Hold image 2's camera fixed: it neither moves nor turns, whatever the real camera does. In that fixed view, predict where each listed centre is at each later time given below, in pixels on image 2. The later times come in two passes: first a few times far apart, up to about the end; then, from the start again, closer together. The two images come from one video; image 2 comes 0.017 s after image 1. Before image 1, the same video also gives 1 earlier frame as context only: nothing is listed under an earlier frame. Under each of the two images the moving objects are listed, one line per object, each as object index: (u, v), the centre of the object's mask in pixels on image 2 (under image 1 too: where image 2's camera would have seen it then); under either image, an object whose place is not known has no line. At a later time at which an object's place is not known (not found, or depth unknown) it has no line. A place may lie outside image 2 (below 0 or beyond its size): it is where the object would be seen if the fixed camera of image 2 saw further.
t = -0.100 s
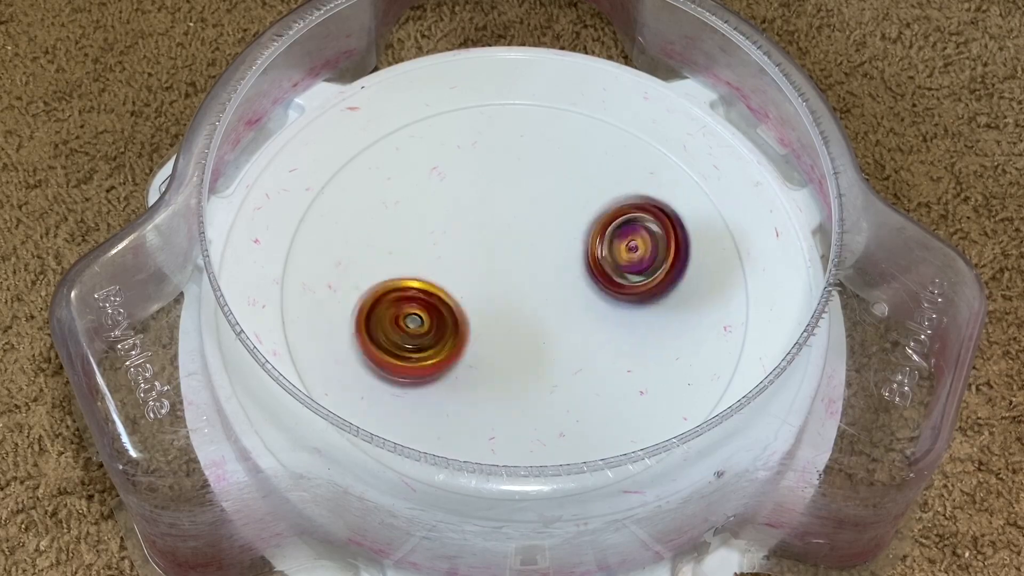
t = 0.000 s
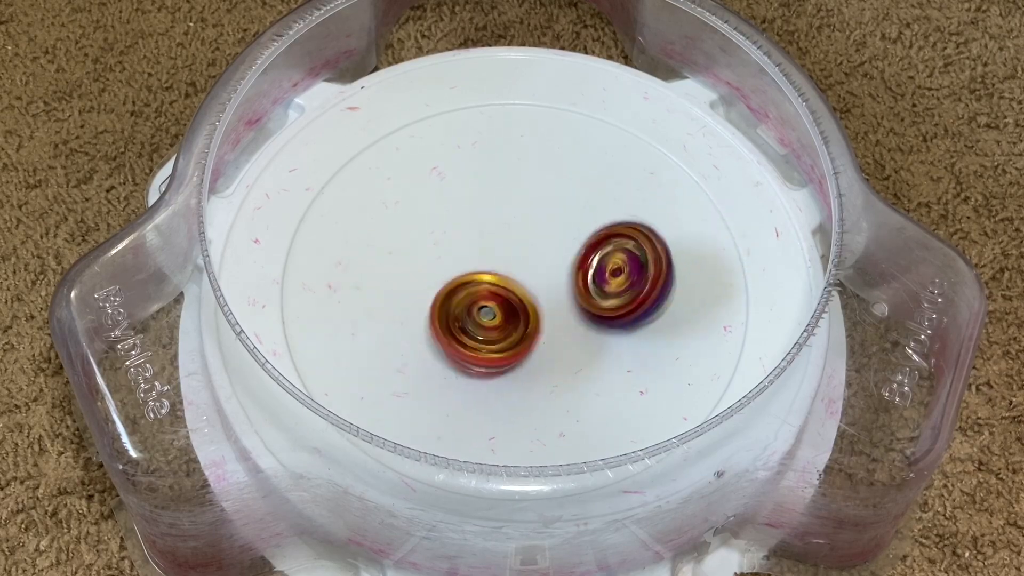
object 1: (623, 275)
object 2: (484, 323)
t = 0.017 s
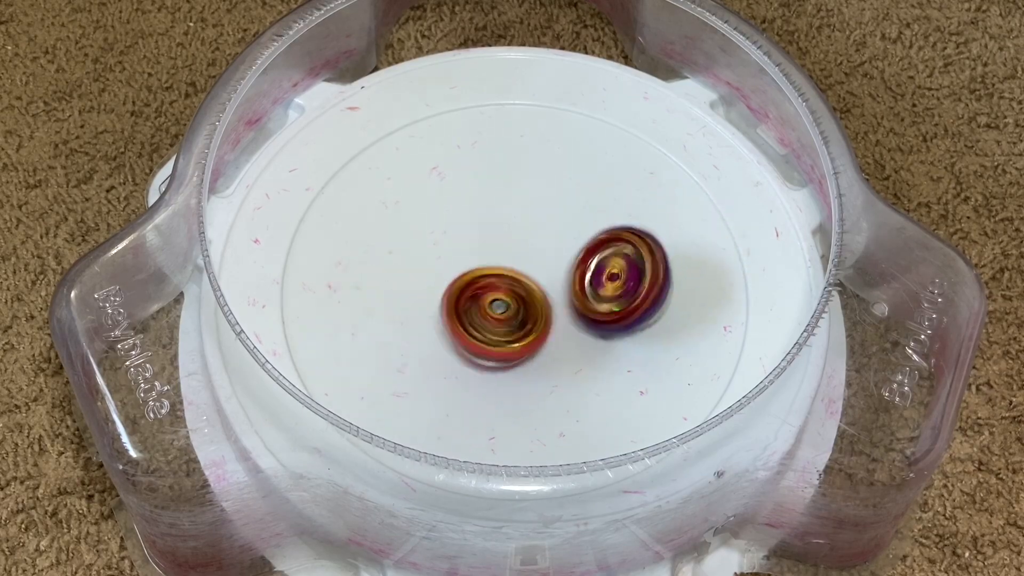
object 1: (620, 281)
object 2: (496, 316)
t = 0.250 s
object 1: (626, 366)
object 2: (410, 183)
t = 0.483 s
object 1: (534, 409)
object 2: (320, 270)
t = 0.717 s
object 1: (497, 429)
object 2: (454, 237)
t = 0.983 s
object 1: (441, 286)
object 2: (434, 98)
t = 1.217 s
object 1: (402, 269)
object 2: (476, 68)
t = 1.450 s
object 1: (522, 251)
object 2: (566, 45)
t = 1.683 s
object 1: (647, 188)
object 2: (652, 92)
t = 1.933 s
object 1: (614, 310)
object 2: (728, 175)
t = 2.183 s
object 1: (519, 414)
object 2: (758, 285)
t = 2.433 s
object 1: (426, 383)
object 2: (626, 324)
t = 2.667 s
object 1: (365, 251)
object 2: (442, 375)
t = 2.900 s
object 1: (380, 143)
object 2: (441, 413)
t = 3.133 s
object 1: (490, 134)
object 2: (477, 288)
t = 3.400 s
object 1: (658, 203)
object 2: (359, 174)
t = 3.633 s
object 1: (715, 292)
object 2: (403, 257)
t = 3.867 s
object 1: (594, 384)
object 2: (592, 224)
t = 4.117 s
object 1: (391, 390)
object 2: (591, 127)
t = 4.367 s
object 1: (321, 295)
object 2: (510, 275)
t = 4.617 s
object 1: (411, 155)
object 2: (618, 397)
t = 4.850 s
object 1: (535, 102)
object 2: (620, 302)
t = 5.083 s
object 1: (652, 175)
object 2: (430, 269)
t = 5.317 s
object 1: (705, 319)
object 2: (334, 340)
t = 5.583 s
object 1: (564, 425)
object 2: (504, 294)
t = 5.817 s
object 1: (369, 382)
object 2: (527, 153)
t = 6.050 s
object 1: (324, 250)
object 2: (444, 152)
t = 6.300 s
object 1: (400, 173)
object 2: (627, 286)
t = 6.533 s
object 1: (566, 199)
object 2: (712, 322)
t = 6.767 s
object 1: (700, 273)
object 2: (584, 345)
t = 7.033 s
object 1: (611, 397)
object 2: (403, 359)
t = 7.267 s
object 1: (384, 409)
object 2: (329, 246)
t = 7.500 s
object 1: (412, 293)
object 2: (454, 127)
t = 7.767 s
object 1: (490, 147)
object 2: (671, 201)
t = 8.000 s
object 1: (528, 171)
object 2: (679, 278)
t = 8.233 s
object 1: (486, 256)
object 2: (566, 360)
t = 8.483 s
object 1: (421, 264)
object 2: (462, 360)
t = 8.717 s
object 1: (446, 196)
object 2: (445, 328)
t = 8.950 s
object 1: (480, 189)
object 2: (465, 299)
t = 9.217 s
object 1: (555, 277)
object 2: (457, 304)
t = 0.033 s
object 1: (617, 287)
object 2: (507, 308)
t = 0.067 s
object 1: (618, 297)
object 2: (515, 290)
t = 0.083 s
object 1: (625, 302)
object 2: (508, 277)
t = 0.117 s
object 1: (633, 315)
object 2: (493, 254)
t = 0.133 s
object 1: (636, 322)
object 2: (484, 243)
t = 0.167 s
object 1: (636, 336)
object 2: (466, 221)
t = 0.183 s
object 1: (635, 343)
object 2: (455, 211)
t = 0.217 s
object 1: (631, 355)
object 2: (433, 194)
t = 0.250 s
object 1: (626, 366)
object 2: (410, 183)
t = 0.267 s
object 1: (622, 371)
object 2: (397, 179)
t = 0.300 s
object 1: (614, 381)
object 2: (376, 175)
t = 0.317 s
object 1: (608, 386)
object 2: (364, 176)
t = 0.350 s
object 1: (597, 394)
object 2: (344, 182)
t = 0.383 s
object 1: (583, 400)
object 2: (326, 195)
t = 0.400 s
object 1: (576, 403)
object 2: (320, 203)
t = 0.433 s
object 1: (561, 406)
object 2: (311, 227)
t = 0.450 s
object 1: (552, 408)
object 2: (311, 240)
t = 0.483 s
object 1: (534, 409)
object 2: (320, 270)
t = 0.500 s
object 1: (525, 409)
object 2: (329, 284)
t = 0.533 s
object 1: (506, 407)
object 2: (356, 312)
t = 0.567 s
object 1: (487, 406)
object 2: (392, 333)
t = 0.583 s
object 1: (490, 414)
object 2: (400, 325)
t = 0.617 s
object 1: (494, 421)
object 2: (414, 309)
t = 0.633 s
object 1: (496, 428)
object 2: (421, 299)
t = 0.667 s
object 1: (497, 429)
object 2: (436, 276)
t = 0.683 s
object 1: (497, 430)
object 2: (442, 264)
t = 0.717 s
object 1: (497, 429)
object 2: (454, 237)
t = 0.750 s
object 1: (494, 422)
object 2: (462, 212)
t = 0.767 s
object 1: (493, 419)
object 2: (464, 199)
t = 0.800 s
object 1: (489, 409)
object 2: (466, 174)
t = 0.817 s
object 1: (486, 400)
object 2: (466, 162)
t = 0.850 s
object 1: (480, 381)
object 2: (464, 139)
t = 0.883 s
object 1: (471, 360)
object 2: (459, 121)
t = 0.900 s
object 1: (466, 348)
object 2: (455, 113)
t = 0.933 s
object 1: (456, 325)
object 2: (445, 99)
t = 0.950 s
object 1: (451, 313)
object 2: (439, 93)
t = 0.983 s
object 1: (441, 286)
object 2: (434, 98)
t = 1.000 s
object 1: (436, 273)
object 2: (432, 106)
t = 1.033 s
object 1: (428, 248)
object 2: (428, 118)
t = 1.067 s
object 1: (421, 227)
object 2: (427, 127)
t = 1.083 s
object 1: (414, 230)
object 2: (430, 114)
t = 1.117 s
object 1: (405, 245)
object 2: (440, 94)
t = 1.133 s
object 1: (403, 249)
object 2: (446, 88)
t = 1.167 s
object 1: (400, 260)
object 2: (458, 79)
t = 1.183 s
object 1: (399, 262)
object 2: (463, 75)
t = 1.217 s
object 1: (402, 269)
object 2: (476, 68)
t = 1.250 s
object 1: (408, 272)
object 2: (489, 61)
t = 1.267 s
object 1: (413, 272)
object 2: (495, 57)
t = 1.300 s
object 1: (425, 270)
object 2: (507, 52)
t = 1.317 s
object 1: (433, 270)
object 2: (513, 49)
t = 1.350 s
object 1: (453, 267)
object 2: (527, 46)
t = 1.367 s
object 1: (463, 265)
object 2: (533, 46)
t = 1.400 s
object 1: (485, 261)
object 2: (545, 45)
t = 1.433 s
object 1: (511, 255)
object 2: (559, 44)
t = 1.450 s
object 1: (522, 251)
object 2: (566, 45)
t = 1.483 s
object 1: (545, 244)
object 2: (579, 46)
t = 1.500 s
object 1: (557, 239)
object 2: (586, 47)
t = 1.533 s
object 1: (580, 230)
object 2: (600, 50)
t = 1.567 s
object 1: (598, 219)
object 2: (614, 56)
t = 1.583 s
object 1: (608, 215)
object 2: (619, 61)
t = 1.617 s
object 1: (625, 205)
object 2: (629, 71)
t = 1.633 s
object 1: (632, 199)
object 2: (634, 76)
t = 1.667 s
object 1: (642, 191)
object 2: (645, 87)
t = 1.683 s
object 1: (647, 188)
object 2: (652, 92)
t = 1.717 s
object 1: (649, 198)
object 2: (669, 90)
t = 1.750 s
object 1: (649, 212)
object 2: (683, 91)
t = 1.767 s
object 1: (646, 220)
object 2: (685, 97)
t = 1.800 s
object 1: (643, 234)
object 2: (693, 110)
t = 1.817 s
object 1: (641, 244)
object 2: (698, 118)
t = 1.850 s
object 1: (636, 263)
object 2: (706, 133)
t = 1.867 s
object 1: (633, 270)
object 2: (710, 141)
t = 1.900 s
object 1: (623, 291)
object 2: (719, 157)
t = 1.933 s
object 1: (614, 310)
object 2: (728, 175)
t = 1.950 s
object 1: (609, 318)
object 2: (732, 183)
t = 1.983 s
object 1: (597, 339)
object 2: (739, 199)
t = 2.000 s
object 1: (592, 348)
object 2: (742, 207)
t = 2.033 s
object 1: (579, 366)
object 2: (748, 223)
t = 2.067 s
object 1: (566, 381)
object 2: (754, 239)
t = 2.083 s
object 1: (559, 389)
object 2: (757, 246)
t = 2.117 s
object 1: (545, 401)
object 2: (760, 260)
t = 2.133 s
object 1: (540, 405)
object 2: (760, 267)
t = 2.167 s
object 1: (527, 411)
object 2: (760, 280)
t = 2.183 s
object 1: (519, 414)
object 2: (758, 285)
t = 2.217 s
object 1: (508, 416)
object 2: (754, 297)
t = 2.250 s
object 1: (495, 417)
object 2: (743, 305)
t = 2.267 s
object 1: (489, 417)
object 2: (737, 309)
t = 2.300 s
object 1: (477, 414)
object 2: (718, 316)
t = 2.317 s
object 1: (469, 413)
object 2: (711, 317)
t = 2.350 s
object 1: (458, 406)
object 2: (689, 318)
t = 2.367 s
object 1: (450, 403)
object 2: (678, 319)
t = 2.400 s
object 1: (437, 394)
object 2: (653, 320)
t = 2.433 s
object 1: (426, 383)
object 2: (626, 324)
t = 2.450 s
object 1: (420, 376)
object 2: (611, 325)
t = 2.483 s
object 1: (410, 359)
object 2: (581, 330)
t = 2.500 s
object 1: (405, 351)
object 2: (564, 333)
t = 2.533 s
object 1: (396, 333)
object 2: (534, 339)
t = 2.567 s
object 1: (390, 314)
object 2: (506, 344)
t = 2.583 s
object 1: (384, 303)
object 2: (495, 349)
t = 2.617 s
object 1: (376, 282)
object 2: (472, 359)
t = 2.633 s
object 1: (372, 271)
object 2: (462, 364)
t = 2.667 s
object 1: (365, 251)
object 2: (442, 375)
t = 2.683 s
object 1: (364, 240)
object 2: (433, 381)
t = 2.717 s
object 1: (361, 221)
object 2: (419, 392)
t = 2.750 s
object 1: (360, 203)
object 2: (410, 399)
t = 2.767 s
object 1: (360, 194)
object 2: (408, 403)
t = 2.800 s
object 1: (362, 177)
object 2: (402, 421)
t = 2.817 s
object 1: (363, 169)
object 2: (403, 426)
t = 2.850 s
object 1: (368, 159)
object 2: (416, 426)
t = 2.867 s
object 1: (372, 152)
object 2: (427, 414)
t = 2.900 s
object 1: (380, 143)
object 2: (441, 413)
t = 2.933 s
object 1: (391, 135)
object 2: (453, 409)
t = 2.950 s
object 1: (397, 131)
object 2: (462, 406)
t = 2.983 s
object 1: (412, 128)
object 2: (472, 393)
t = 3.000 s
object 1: (419, 126)
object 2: (476, 384)
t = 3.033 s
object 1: (434, 125)
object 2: (482, 362)
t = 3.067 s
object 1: (451, 126)
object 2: (483, 337)
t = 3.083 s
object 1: (460, 127)
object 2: (483, 325)
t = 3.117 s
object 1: (480, 132)
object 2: (479, 300)
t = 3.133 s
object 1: (490, 134)
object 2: (477, 288)
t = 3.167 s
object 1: (511, 141)
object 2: (468, 266)
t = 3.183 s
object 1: (523, 144)
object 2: (462, 254)
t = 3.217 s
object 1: (543, 152)
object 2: (449, 234)
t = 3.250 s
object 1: (567, 160)
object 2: (435, 215)
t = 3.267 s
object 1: (577, 163)
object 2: (427, 207)
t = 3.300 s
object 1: (600, 173)
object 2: (411, 193)
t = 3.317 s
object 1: (611, 177)
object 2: (403, 187)
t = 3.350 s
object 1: (630, 188)
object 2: (385, 177)
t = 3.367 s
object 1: (641, 193)
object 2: (375, 175)
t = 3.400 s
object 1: (658, 203)
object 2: (359, 174)
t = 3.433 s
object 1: (675, 215)
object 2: (347, 178)
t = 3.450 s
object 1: (683, 220)
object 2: (342, 182)
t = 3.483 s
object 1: (695, 234)
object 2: (336, 193)
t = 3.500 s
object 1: (702, 238)
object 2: (337, 200)
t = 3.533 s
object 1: (709, 252)
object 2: (342, 214)
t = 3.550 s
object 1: (713, 259)
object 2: (349, 224)
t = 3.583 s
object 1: (716, 272)
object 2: (367, 239)
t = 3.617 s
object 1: (716, 286)
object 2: (390, 252)
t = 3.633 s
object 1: (715, 292)
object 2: (403, 257)
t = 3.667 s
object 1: (708, 307)
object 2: (433, 264)
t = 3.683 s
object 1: (705, 314)
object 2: (447, 266)
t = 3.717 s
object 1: (691, 329)
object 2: (479, 266)
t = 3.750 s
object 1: (676, 342)
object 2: (508, 263)
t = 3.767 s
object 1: (667, 349)
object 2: (522, 259)
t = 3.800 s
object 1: (645, 361)
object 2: (548, 249)
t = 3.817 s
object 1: (634, 367)
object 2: (560, 244)
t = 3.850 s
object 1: (607, 380)
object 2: (583, 231)
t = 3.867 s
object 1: (594, 384)
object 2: (592, 224)
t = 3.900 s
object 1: (565, 394)
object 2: (609, 209)
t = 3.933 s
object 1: (537, 399)
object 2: (622, 192)
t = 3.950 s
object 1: (522, 403)
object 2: (626, 183)
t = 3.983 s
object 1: (493, 404)
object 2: (631, 166)
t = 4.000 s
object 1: (479, 404)
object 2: (632, 158)
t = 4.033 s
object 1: (452, 404)
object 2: (629, 142)
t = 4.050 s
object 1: (439, 402)
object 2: (625, 136)
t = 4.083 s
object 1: (413, 397)
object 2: (611, 127)
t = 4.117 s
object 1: (391, 390)
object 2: (591, 127)
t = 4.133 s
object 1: (381, 387)
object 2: (582, 130)
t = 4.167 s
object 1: (362, 377)
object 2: (562, 139)
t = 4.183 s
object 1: (355, 374)
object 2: (552, 147)
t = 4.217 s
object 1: (339, 360)
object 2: (534, 166)
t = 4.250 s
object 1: (329, 349)
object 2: (523, 188)
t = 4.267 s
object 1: (325, 343)
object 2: (517, 199)
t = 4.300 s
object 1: (320, 331)
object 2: (510, 225)
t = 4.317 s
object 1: (318, 322)
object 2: (508, 237)
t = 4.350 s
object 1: (319, 304)
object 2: (508, 264)
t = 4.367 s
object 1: (321, 295)
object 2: (510, 275)
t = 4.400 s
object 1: (326, 275)
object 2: (514, 299)
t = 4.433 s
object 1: (335, 254)
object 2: (522, 322)
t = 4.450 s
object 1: (339, 246)
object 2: (529, 333)
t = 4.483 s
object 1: (351, 225)
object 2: (543, 351)
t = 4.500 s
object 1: (357, 215)
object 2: (550, 361)
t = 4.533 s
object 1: (372, 198)
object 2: (567, 377)
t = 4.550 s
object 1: (379, 187)
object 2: (576, 383)
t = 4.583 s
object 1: (395, 172)
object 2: (596, 393)
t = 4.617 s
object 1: (411, 155)
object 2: (618, 397)
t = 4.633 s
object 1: (419, 149)
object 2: (628, 397)
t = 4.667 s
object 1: (436, 134)
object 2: (648, 392)
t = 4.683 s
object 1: (445, 128)
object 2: (656, 387)
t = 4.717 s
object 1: (463, 117)
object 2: (668, 375)
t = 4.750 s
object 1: (482, 110)
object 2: (669, 355)
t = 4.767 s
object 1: (490, 106)
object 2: (665, 346)
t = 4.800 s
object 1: (508, 103)
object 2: (652, 327)
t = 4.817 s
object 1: (517, 102)
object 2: (644, 318)
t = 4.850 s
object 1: (535, 102)
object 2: (620, 302)
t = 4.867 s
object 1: (544, 103)
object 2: (608, 295)
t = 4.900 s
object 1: (561, 107)
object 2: (582, 284)
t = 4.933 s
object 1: (579, 113)
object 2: (551, 276)
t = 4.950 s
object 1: (587, 118)
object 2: (539, 274)
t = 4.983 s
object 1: (605, 129)
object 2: (512, 270)
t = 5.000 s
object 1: (613, 136)
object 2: (497, 268)
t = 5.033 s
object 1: (630, 150)
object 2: (470, 268)
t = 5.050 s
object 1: (637, 158)
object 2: (456, 268)
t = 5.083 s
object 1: (652, 175)
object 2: (430, 269)
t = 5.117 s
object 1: (664, 194)
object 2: (407, 274)
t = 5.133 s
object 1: (672, 204)
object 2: (394, 276)
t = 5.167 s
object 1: (682, 224)
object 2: (372, 282)
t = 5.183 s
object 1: (688, 235)
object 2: (362, 286)
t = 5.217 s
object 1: (696, 255)
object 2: (345, 297)
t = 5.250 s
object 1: (702, 278)
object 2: (332, 310)
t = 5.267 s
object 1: (704, 288)
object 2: (329, 317)
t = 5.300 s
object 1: (705, 310)
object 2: (331, 332)
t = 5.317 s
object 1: (705, 319)
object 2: (334, 340)
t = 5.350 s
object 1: (700, 340)
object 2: (349, 354)
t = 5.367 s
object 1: (697, 349)
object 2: (361, 360)
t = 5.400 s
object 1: (686, 368)
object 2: (383, 364)
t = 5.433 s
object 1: (670, 383)
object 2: (410, 361)
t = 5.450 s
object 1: (661, 390)
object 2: (424, 358)
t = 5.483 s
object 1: (641, 402)
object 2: (449, 346)
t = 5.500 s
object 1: (629, 408)
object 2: (461, 339)
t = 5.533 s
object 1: (605, 416)
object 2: (481, 322)
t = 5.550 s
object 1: (592, 420)
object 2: (490, 313)
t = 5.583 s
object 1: (564, 425)
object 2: (504, 294)
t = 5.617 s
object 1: (535, 427)
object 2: (514, 272)
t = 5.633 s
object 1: (520, 428)
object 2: (519, 263)
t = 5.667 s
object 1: (491, 426)
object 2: (526, 241)
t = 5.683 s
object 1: (475, 423)
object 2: (528, 231)
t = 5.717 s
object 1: (447, 417)
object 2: (533, 210)
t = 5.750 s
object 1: (420, 409)
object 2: (533, 189)
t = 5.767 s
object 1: (406, 403)
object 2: (533, 181)
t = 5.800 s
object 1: (381, 390)
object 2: (531, 162)
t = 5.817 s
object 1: (369, 382)
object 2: (527, 153)
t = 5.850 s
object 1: (349, 368)
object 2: (520, 137)
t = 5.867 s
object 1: (338, 357)
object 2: (515, 130)
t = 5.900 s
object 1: (323, 339)
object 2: (502, 120)
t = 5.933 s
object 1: (319, 318)
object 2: (487, 114)
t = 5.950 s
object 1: (316, 312)
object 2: (477, 115)
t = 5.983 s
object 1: (318, 288)
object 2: (463, 121)
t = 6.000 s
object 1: (317, 282)
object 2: (456, 126)
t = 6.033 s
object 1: (321, 259)
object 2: (446, 143)
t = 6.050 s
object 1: (324, 250)
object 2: (444, 152)
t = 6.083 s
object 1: (333, 226)
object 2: (444, 174)
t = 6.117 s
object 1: (339, 204)
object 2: (456, 198)
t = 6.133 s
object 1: (332, 194)
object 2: (472, 209)
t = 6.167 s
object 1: (328, 176)
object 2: (511, 231)
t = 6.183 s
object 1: (335, 173)
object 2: (529, 240)
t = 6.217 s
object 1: (351, 170)
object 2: (562, 258)
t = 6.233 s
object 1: (360, 170)
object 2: (577, 266)
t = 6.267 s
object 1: (378, 168)
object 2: (603, 279)
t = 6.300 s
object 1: (400, 173)
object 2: (627, 286)
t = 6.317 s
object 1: (410, 172)
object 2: (636, 289)
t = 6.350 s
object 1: (432, 179)
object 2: (657, 295)
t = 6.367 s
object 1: (442, 180)
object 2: (667, 298)
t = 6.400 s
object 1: (466, 186)
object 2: (685, 304)
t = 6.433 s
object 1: (489, 187)
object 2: (704, 309)
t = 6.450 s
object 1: (503, 192)
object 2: (710, 313)
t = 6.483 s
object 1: (527, 194)
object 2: (723, 317)
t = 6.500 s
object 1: (542, 195)
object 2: (721, 321)
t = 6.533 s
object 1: (566, 199)
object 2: (712, 322)
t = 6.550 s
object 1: (580, 199)
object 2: (703, 324)
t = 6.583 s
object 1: (606, 208)
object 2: (691, 326)
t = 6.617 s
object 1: (630, 214)
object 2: (673, 327)
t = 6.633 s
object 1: (640, 219)
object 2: (666, 329)
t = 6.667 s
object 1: (661, 229)
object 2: (646, 331)
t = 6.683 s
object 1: (670, 235)
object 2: (638, 334)
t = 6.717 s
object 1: (684, 249)
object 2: (616, 337)
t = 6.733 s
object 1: (691, 257)
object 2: (606, 340)
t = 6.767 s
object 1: (700, 273)
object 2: (584, 345)
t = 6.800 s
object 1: (706, 289)
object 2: (563, 351)
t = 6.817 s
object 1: (707, 299)
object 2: (551, 356)
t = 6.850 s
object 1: (707, 315)
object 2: (530, 360)
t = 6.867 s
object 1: (706, 323)
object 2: (517, 362)
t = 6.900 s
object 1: (699, 341)
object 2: (495, 365)
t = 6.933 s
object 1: (685, 359)
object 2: (471, 367)
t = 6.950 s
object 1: (677, 366)
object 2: (460, 366)
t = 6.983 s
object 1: (656, 380)
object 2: (436, 365)
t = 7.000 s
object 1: (642, 387)
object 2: (426, 364)
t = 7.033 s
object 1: (611, 397)
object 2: (403, 359)
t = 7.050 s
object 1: (595, 404)
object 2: (395, 357)
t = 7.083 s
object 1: (559, 409)
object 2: (377, 351)
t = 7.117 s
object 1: (522, 413)
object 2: (364, 343)
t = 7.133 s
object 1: (502, 412)
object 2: (359, 340)
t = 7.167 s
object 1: (463, 406)
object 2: (352, 330)
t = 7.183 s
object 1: (446, 402)
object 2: (349, 326)
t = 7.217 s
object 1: (415, 401)
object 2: (339, 305)
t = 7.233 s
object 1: (406, 402)
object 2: (336, 283)
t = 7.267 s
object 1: (384, 409)
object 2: (329, 246)
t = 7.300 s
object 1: (379, 393)
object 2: (326, 215)
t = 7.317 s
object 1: (377, 397)
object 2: (330, 198)
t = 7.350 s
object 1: (382, 380)
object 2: (340, 175)
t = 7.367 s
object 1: (383, 374)
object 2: (350, 163)
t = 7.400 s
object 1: (389, 358)
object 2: (371, 148)
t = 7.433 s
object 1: (396, 337)
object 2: (398, 136)
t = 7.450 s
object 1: (399, 329)
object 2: (412, 130)
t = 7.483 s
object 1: (407, 308)
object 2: (440, 127)
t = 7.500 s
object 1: (412, 293)
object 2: (454, 127)
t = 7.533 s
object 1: (422, 271)
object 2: (482, 129)
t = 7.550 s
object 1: (428, 260)
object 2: (493, 128)
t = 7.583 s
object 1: (440, 234)
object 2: (518, 135)
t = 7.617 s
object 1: (456, 213)
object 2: (539, 150)
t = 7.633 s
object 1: (464, 199)
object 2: (551, 153)
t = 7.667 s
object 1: (474, 179)
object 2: (578, 164)
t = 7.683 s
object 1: (475, 172)
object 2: (599, 171)
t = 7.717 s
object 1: (479, 159)
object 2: (636, 185)
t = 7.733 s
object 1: (482, 154)
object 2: (647, 190)
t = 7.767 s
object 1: (490, 147)
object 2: (671, 201)
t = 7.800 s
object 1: (498, 142)
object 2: (687, 219)
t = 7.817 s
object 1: (503, 141)
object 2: (691, 224)
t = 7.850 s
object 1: (509, 143)
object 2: (699, 237)
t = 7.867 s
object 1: (511, 145)
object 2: (699, 243)
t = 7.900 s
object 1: (516, 149)
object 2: (701, 248)
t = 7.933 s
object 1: (520, 154)
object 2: (695, 264)
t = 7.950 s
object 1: (522, 156)
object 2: (692, 266)
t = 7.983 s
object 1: (526, 166)
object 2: (685, 272)
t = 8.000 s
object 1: (528, 171)
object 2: (679, 278)
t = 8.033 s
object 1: (531, 183)
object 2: (663, 292)
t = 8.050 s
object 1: (531, 191)
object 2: (657, 292)
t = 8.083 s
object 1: (530, 208)
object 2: (640, 298)
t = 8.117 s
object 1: (528, 225)
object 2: (620, 309)
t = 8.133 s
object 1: (525, 234)
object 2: (611, 313)
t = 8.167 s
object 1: (517, 250)
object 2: (590, 318)
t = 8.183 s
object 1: (509, 251)
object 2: (585, 331)
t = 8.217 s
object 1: (494, 253)
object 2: (573, 353)
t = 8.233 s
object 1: (486, 256)
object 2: (566, 360)
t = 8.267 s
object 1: (473, 261)
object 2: (554, 368)
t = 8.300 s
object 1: (461, 265)
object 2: (533, 378)
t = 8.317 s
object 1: (454, 269)
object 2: (524, 382)
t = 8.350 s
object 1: (442, 271)
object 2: (510, 384)
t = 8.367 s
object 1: (438, 270)
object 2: (502, 384)
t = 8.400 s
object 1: (430, 269)
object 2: (487, 379)
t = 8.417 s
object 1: (427, 269)
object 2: (481, 376)
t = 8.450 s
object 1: (423, 266)
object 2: (473, 369)
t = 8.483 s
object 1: (421, 264)
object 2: (462, 360)
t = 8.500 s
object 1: (421, 262)
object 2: (459, 356)
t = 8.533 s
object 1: (422, 258)
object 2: (455, 346)
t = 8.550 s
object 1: (425, 254)
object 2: (452, 344)
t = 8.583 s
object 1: (429, 242)
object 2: (451, 344)
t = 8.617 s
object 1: (434, 227)
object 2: (453, 340)
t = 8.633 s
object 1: (436, 222)
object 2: (453, 338)
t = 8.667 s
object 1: (440, 209)
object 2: (450, 335)
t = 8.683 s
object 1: (441, 204)
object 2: (448, 332)
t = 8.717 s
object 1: (446, 196)
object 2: (445, 328)
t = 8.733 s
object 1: (448, 192)
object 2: (443, 326)
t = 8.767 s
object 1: (455, 186)
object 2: (445, 318)
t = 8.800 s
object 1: (460, 183)
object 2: (449, 313)
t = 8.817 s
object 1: (462, 184)
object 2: (451, 311)
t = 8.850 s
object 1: (465, 184)
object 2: (456, 307)
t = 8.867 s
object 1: (467, 184)
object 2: (458, 306)
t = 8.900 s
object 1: (472, 186)
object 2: (462, 303)
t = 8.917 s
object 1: (474, 187)
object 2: (464, 302)
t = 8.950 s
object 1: (480, 189)
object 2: (465, 299)
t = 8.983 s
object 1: (487, 195)
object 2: (466, 296)
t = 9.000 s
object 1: (492, 197)
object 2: (467, 295)
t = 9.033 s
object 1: (505, 204)
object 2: (465, 294)
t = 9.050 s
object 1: (512, 208)
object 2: (464, 294)
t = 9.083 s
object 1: (521, 223)
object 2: (464, 295)
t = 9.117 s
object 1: (535, 233)
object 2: (460, 298)
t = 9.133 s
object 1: (540, 240)
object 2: (460, 298)
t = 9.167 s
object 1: (547, 254)
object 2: (459, 301)
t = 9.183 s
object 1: (550, 262)
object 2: (458, 303)
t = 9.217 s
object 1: (555, 277)
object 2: (457, 304)
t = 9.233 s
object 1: (557, 284)
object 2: (457, 305)
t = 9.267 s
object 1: (562, 295)
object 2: (453, 304)
